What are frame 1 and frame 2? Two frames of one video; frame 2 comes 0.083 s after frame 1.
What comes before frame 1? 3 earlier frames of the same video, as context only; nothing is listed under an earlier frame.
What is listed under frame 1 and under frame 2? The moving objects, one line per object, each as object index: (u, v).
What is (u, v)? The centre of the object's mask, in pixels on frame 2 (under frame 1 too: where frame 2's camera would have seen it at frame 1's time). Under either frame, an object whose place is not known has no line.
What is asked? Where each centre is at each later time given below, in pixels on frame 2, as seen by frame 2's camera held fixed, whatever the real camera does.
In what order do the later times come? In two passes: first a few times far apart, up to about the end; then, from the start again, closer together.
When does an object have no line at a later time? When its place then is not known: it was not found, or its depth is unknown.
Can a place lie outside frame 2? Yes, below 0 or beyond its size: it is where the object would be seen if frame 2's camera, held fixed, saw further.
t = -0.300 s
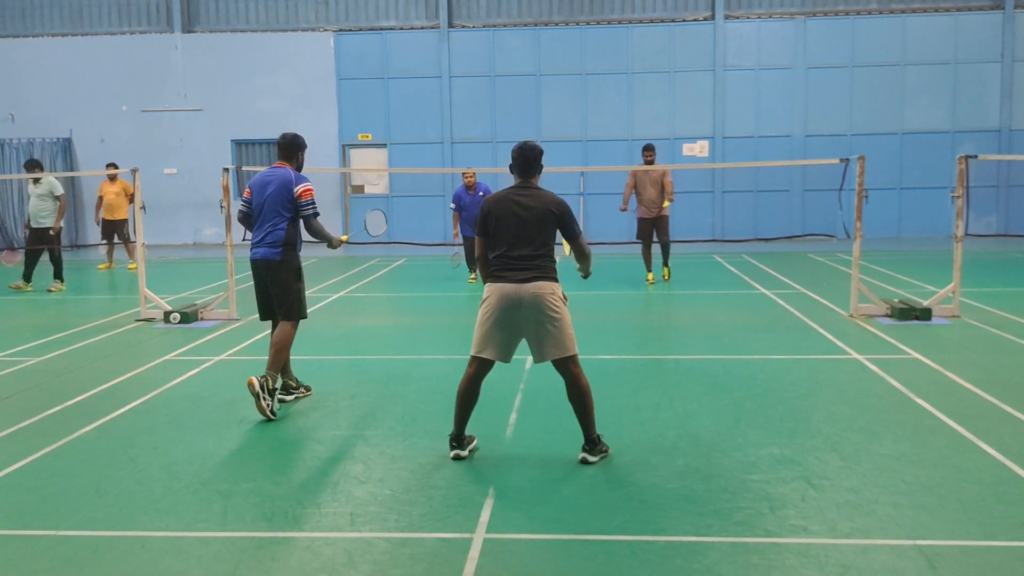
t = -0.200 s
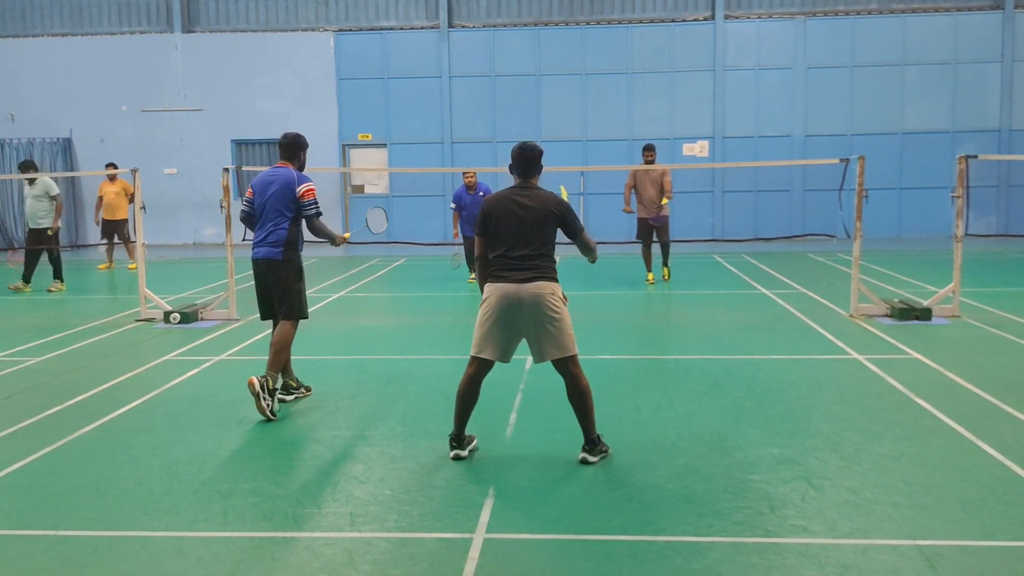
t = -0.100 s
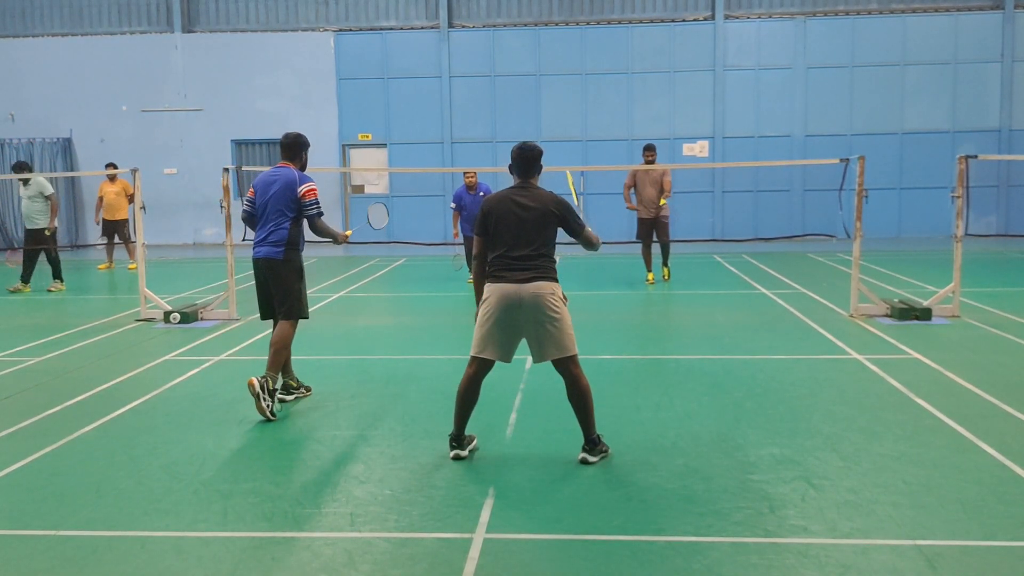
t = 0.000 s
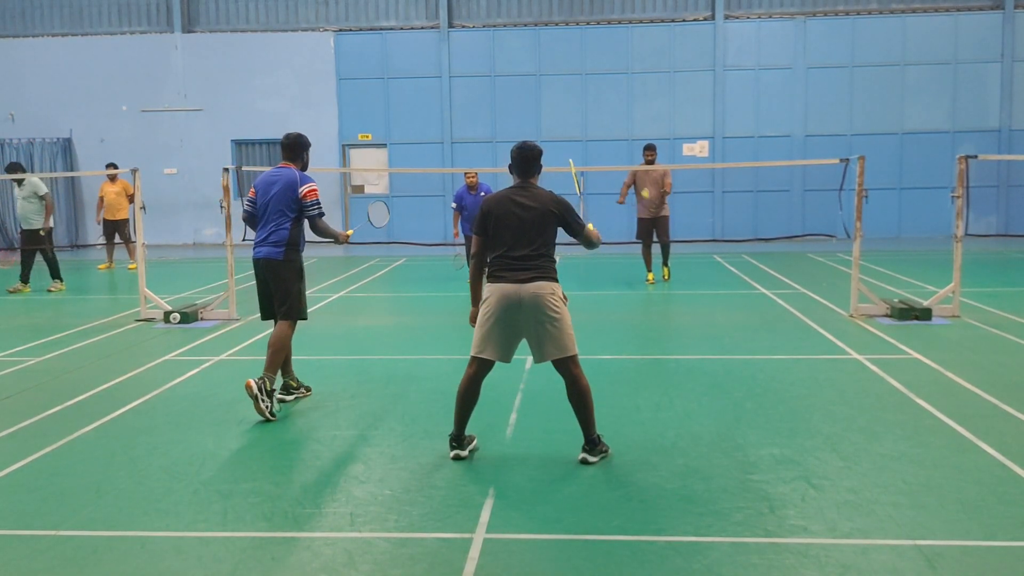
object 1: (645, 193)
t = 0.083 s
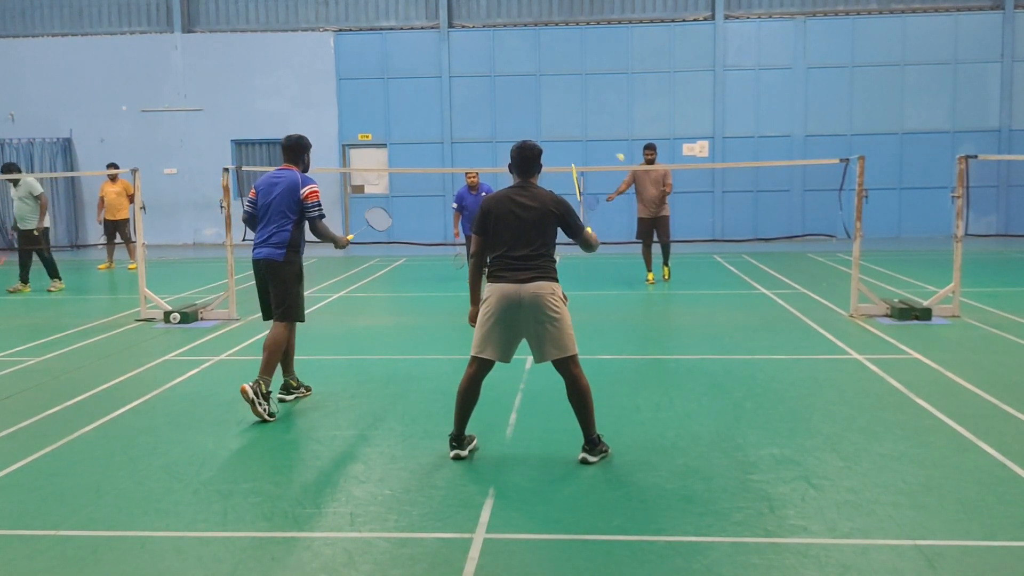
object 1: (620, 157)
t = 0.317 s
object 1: (547, 101)
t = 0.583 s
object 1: (470, 106)
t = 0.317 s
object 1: (547, 101)
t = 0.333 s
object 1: (542, 99)
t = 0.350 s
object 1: (537, 98)
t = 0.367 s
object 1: (532, 97)
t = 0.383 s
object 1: (527, 96)
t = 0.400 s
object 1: (522, 95)
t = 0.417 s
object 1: (518, 95)
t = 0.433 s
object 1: (513, 95)
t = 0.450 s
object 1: (508, 95)
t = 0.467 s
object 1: (503, 95)
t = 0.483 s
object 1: (498, 96)
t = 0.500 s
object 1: (494, 97)
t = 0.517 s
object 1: (489, 98)
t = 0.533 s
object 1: (485, 99)
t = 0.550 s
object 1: (480, 101)
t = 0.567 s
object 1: (475, 103)
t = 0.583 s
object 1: (470, 106)
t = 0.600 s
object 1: (466, 109)
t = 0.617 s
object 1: (461, 112)
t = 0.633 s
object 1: (457, 115)
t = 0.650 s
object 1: (452, 119)
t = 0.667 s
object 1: (448, 122)
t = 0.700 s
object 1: (439, 131)
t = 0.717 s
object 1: (435, 136)
